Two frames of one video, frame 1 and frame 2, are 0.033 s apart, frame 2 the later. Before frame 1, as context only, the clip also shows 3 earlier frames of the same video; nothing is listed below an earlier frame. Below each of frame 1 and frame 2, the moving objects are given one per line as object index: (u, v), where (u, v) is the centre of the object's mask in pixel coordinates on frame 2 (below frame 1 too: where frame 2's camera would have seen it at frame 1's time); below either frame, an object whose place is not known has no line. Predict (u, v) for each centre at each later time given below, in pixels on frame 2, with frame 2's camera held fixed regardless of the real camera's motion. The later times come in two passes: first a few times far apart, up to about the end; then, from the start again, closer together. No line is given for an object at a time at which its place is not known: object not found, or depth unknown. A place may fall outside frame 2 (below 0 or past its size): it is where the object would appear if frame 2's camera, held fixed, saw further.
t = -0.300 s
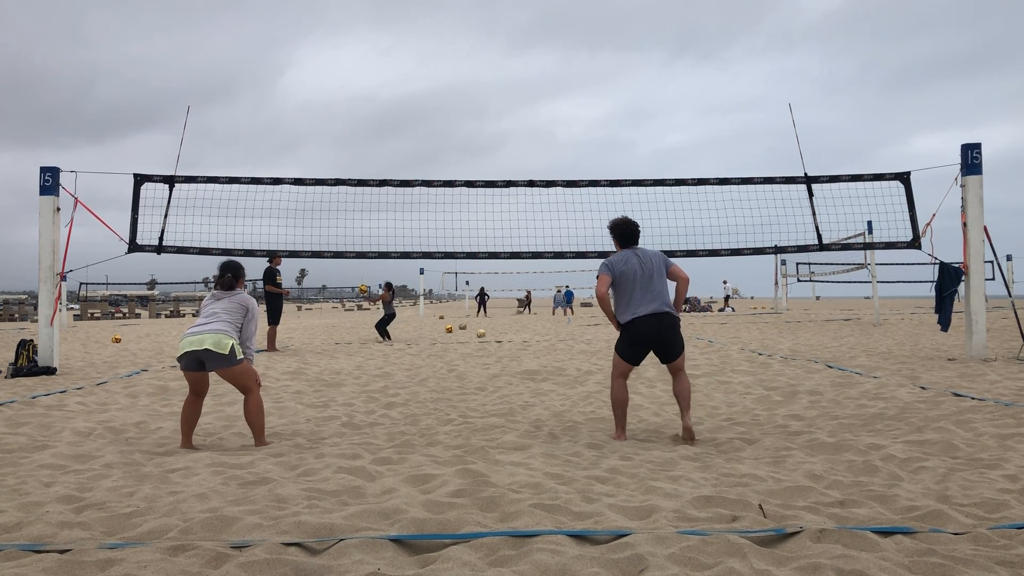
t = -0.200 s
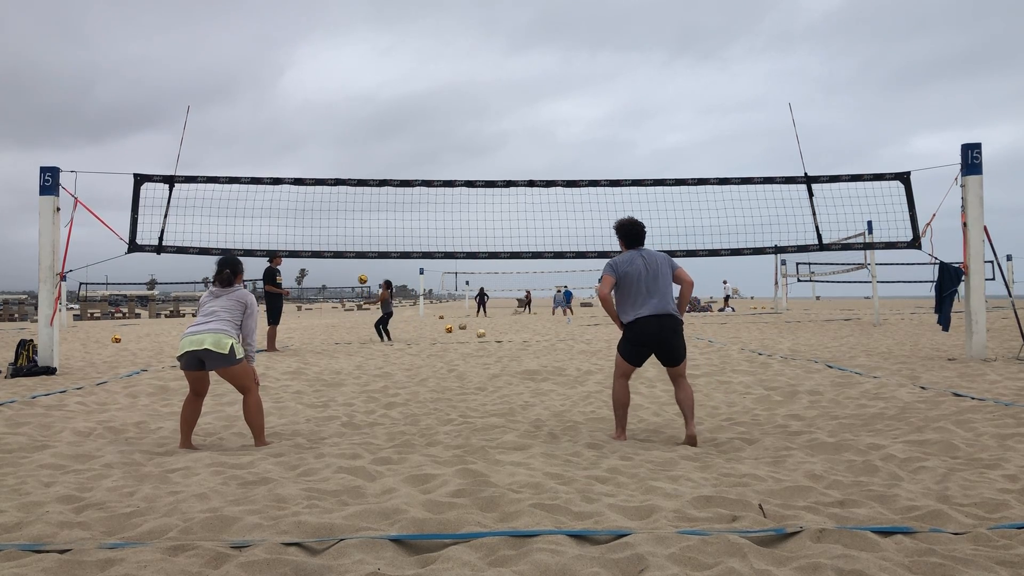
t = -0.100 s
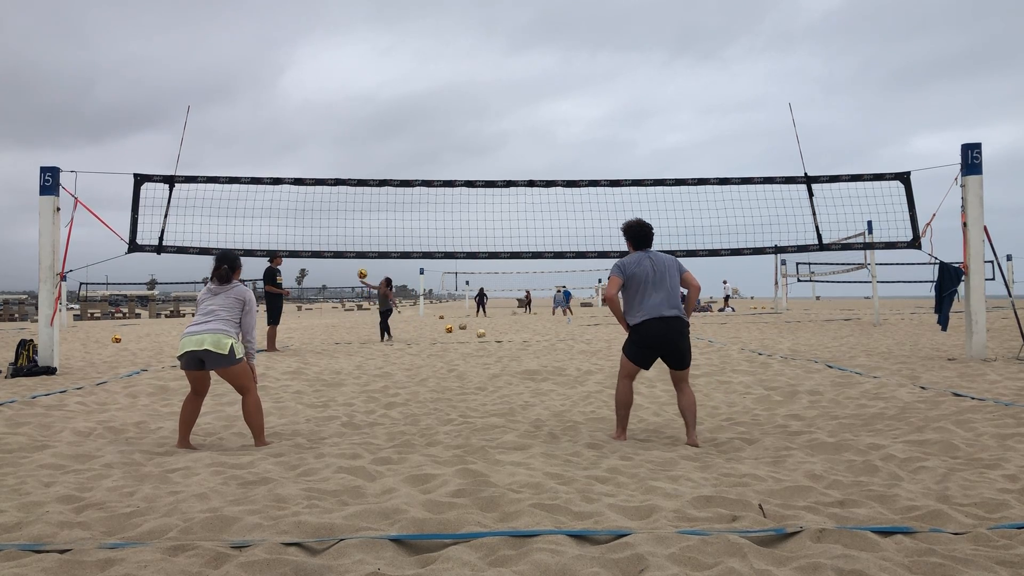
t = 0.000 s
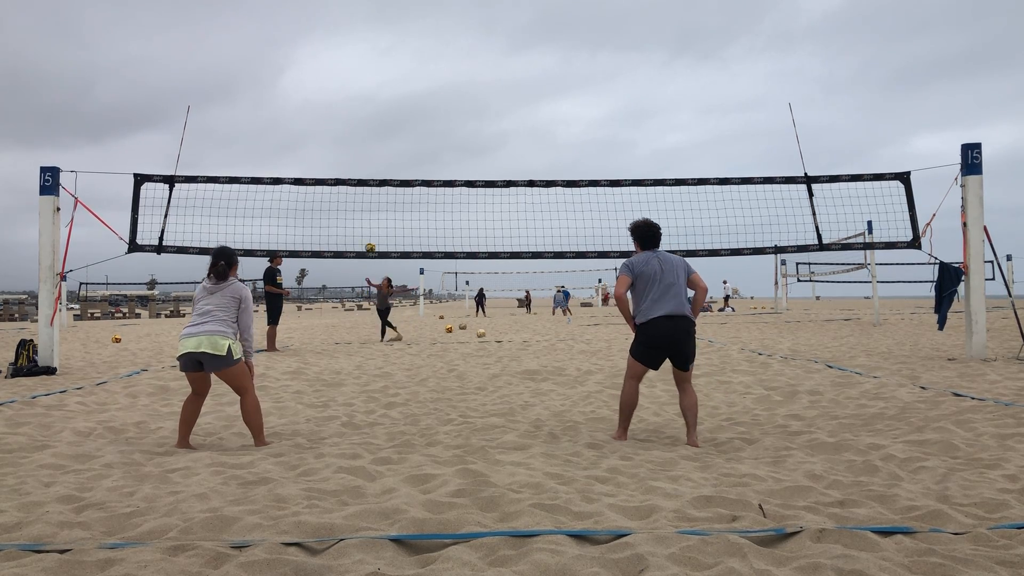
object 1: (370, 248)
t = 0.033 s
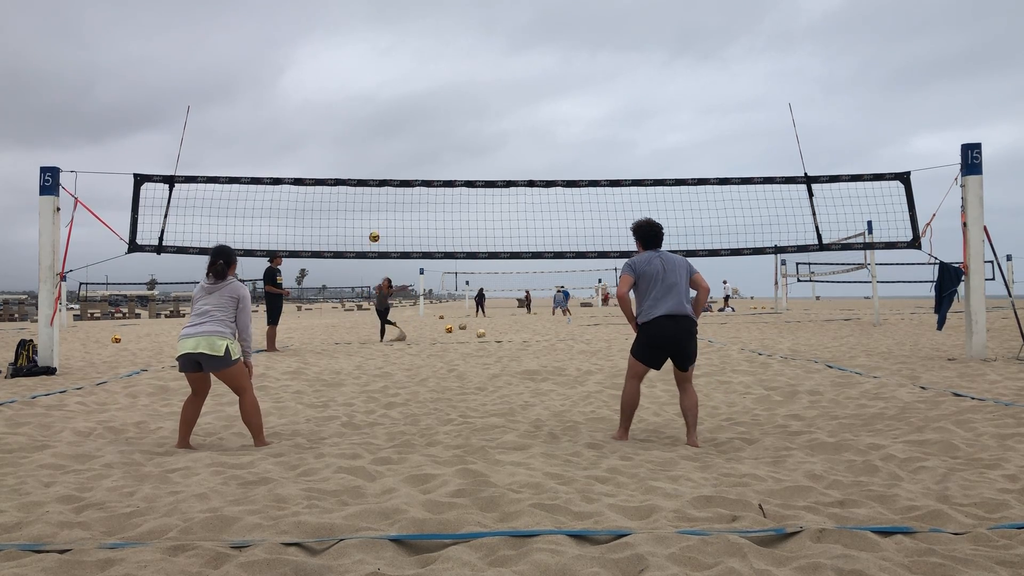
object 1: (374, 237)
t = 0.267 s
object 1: (406, 167)
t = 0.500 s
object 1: (445, 108)
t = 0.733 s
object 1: (493, 67)
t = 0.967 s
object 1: (555, 52)
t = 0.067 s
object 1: (378, 226)
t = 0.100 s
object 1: (382, 216)
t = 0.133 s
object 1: (387, 206)
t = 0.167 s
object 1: (392, 195)
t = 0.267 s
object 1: (406, 167)
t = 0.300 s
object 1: (411, 157)
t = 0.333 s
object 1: (417, 149)
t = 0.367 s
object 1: (422, 140)
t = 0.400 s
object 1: (428, 132)
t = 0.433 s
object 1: (433, 123)
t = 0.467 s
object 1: (439, 116)
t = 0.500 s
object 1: (445, 108)
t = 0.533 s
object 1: (451, 101)
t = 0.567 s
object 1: (457, 94)
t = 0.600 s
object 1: (464, 87)
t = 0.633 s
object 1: (471, 81)
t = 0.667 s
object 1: (478, 76)
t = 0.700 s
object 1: (485, 71)
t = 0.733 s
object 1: (493, 67)
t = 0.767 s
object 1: (501, 63)
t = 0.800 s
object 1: (509, 59)
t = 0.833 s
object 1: (518, 57)
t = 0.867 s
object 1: (527, 54)
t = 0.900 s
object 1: (536, 53)
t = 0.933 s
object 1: (545, 52)
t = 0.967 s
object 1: (555, 52)
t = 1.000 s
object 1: (565, 53)
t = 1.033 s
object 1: (576, 54)
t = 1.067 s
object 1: (587, 57)
